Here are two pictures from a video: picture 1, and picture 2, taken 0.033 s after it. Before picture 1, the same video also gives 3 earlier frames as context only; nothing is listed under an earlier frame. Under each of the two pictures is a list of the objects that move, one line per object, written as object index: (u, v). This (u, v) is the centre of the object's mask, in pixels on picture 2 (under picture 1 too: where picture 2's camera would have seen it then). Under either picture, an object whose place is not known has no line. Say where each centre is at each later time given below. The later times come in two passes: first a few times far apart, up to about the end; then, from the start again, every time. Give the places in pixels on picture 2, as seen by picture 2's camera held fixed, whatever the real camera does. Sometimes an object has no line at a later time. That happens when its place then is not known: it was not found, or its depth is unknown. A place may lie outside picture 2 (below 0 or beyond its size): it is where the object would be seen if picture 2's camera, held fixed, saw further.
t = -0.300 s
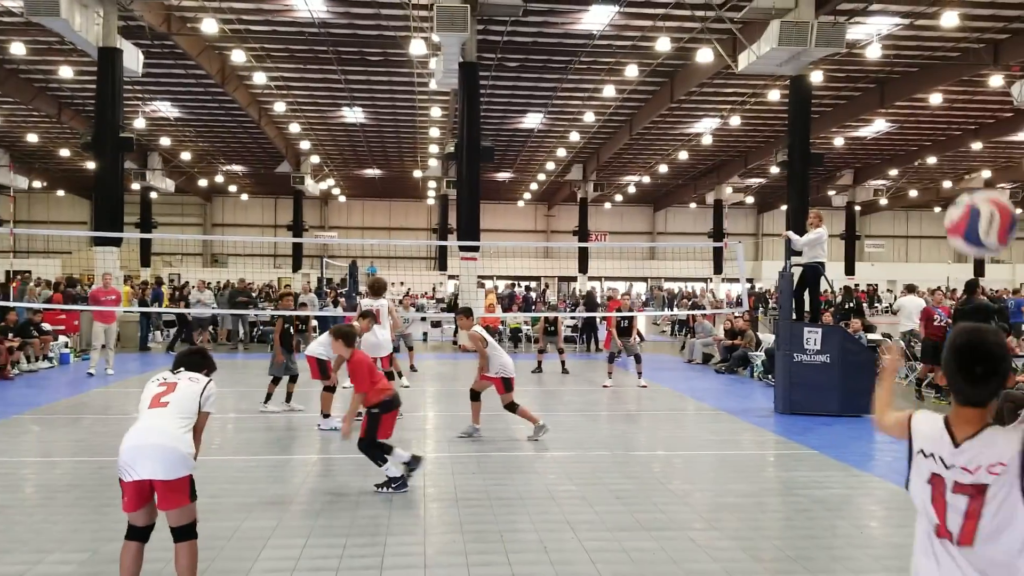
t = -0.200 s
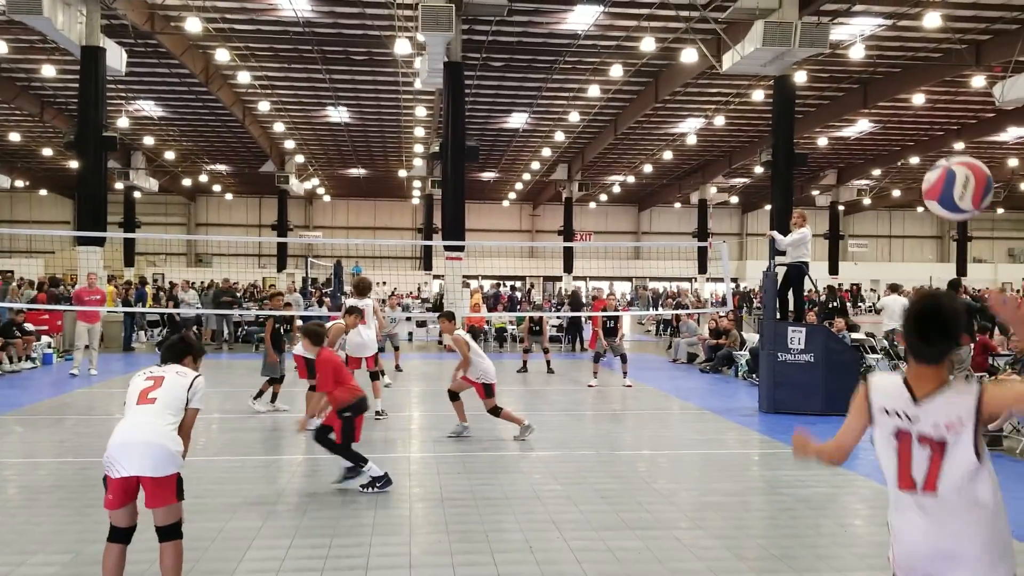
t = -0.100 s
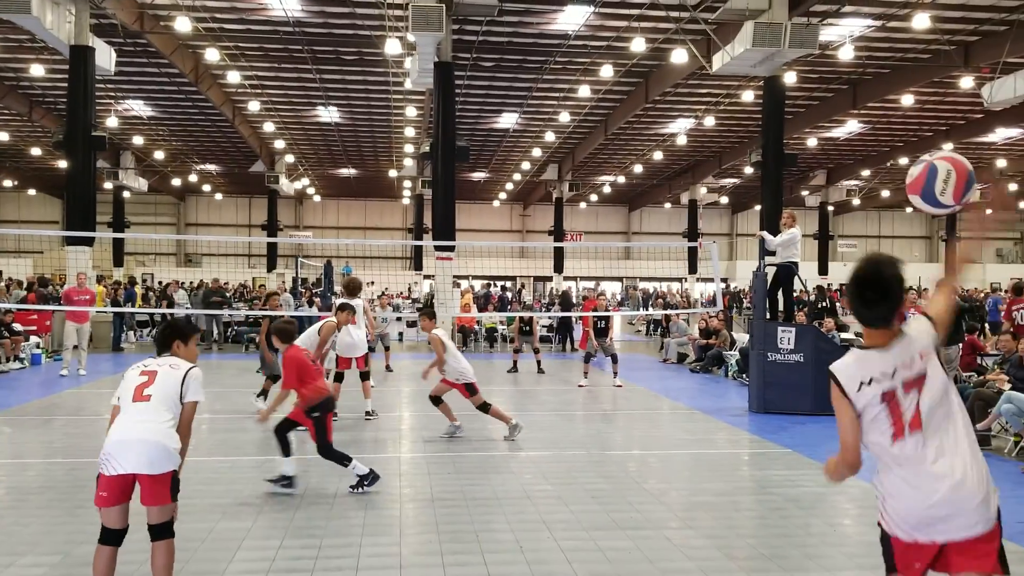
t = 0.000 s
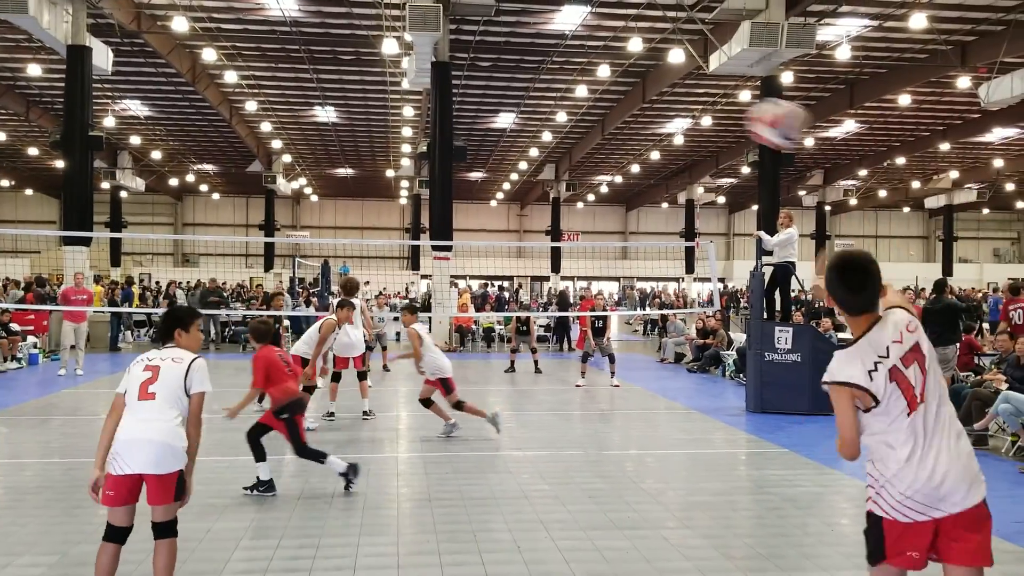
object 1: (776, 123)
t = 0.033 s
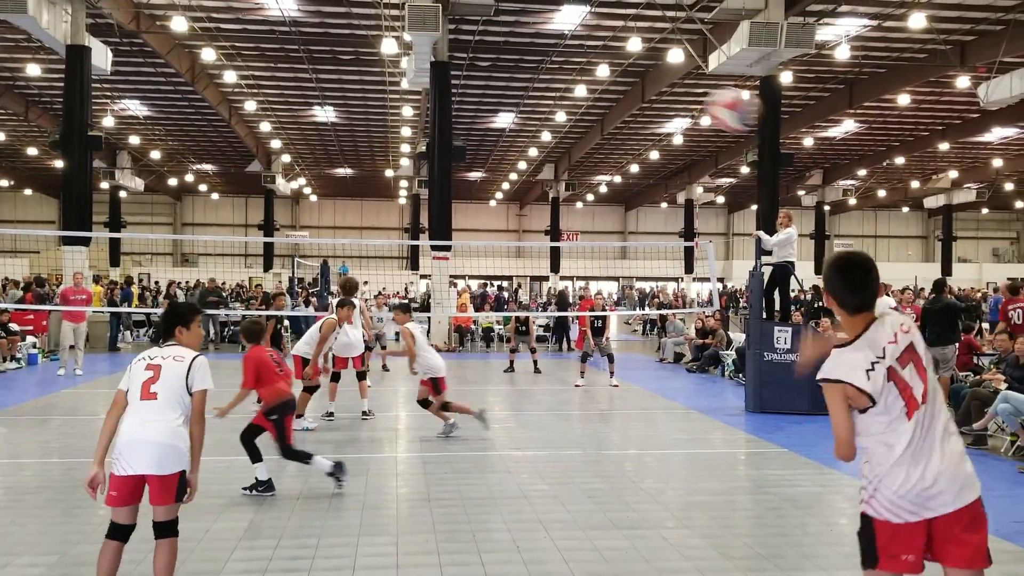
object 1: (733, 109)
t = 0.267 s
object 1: (555, 88)
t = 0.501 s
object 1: (471, 121)
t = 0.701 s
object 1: (431, 165)
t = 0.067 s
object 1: (694, 99)
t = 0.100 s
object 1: (663, 93)
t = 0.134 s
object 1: (636, 89)
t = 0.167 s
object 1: (613, 87)
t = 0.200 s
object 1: (591, 86)
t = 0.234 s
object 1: (571, 86)
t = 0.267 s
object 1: (555, 88)
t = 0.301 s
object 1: (539, 91)
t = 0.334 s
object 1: (525, 96)
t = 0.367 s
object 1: (513, 100)
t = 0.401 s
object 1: (501, 103)
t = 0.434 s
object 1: (490, 109)
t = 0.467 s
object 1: (481, 115)
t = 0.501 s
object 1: (471, 121)
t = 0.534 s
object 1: (463, 127)
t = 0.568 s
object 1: (456, 134)
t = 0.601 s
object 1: (449, 141)
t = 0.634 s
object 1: (442, 149)
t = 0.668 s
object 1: (436, 157)
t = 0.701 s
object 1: (431, 165)
